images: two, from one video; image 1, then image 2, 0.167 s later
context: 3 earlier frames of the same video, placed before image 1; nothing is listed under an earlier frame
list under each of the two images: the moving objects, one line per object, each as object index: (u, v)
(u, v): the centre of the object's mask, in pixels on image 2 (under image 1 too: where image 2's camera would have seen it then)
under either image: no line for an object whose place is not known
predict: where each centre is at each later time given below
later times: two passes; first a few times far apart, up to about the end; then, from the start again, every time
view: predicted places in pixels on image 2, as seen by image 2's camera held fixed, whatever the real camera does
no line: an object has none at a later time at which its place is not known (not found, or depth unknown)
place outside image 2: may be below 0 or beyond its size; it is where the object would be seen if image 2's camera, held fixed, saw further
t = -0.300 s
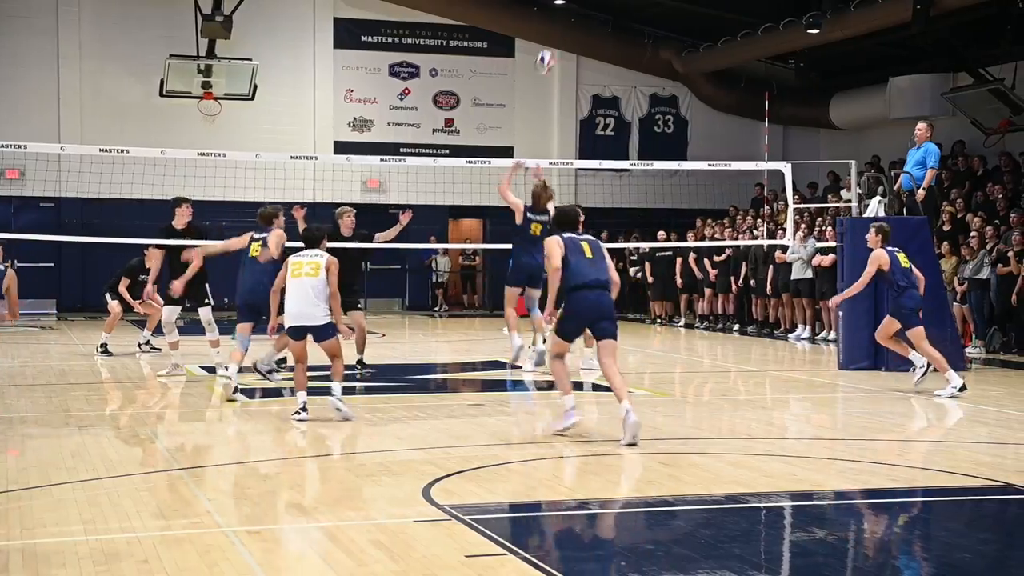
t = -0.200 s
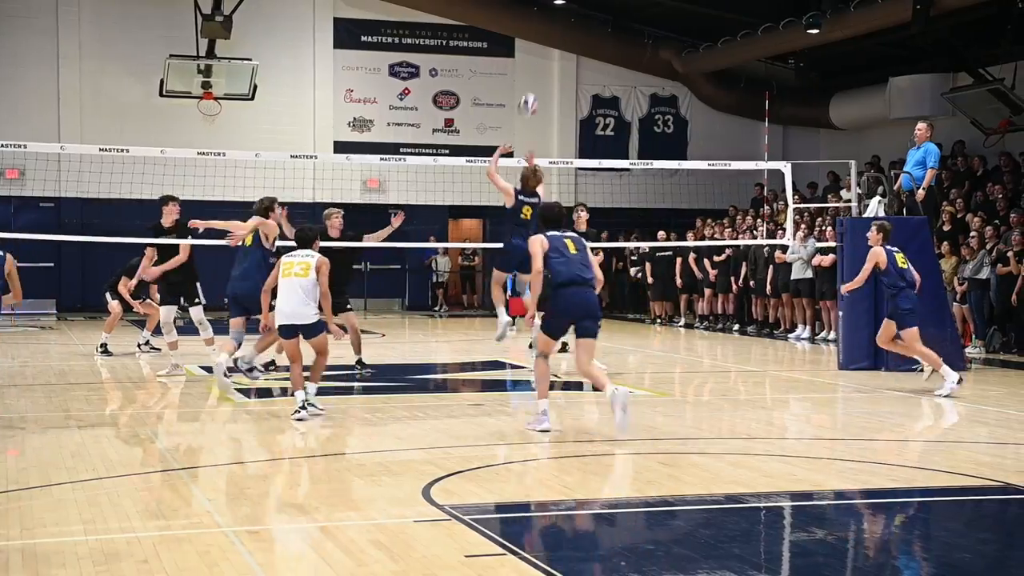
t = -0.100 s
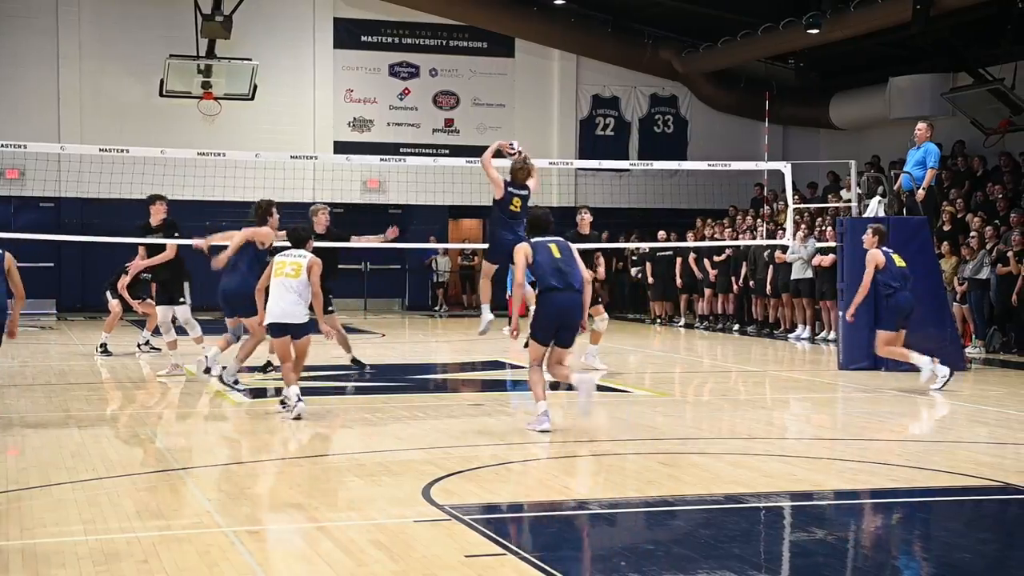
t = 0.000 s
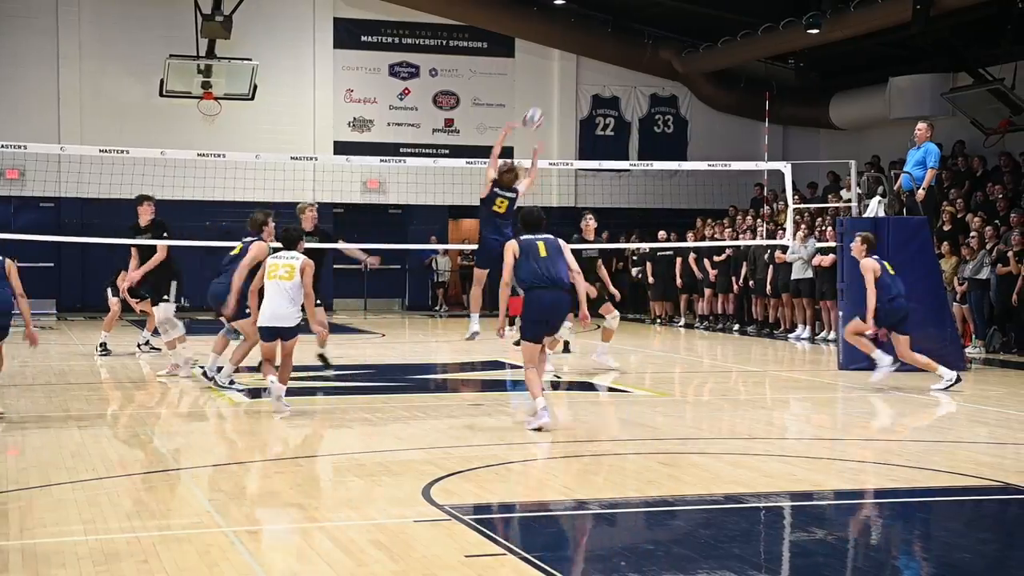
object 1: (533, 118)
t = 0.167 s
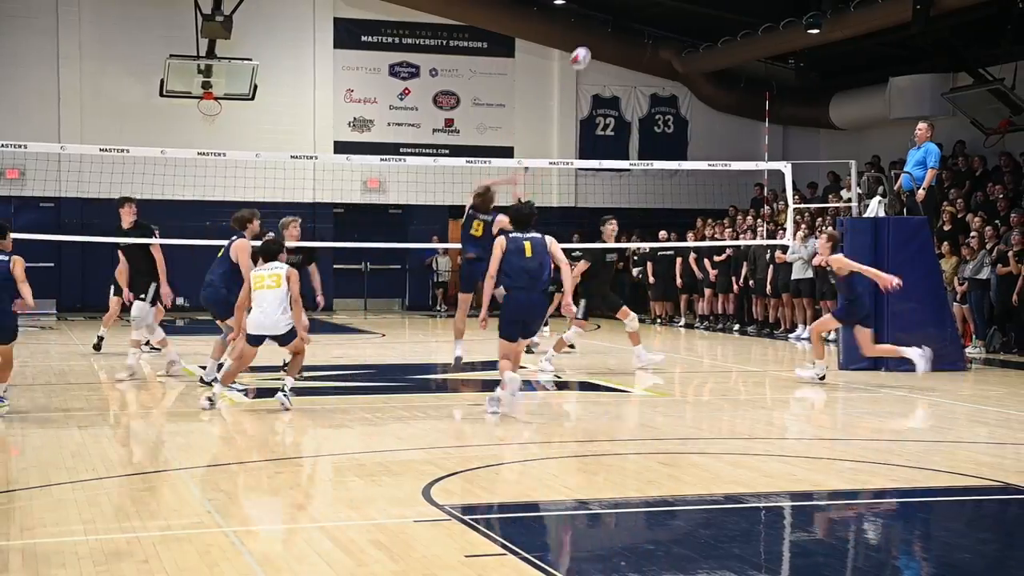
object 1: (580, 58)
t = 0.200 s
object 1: (589, 49)
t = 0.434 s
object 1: (649, 14)
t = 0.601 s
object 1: (690, 20)
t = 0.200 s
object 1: (589, 49)
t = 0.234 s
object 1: (598, 41)
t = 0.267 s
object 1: (607, 34)
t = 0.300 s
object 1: (615, 28)
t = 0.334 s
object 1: (624, 23)
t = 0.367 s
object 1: (632, 19)
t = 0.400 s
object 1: (641, 16)
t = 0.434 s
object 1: (649, 14)
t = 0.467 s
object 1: (658, 13)
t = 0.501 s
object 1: (666, 13)
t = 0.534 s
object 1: (674, 15)
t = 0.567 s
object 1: (682, 17)
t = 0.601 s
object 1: (690, 20)
